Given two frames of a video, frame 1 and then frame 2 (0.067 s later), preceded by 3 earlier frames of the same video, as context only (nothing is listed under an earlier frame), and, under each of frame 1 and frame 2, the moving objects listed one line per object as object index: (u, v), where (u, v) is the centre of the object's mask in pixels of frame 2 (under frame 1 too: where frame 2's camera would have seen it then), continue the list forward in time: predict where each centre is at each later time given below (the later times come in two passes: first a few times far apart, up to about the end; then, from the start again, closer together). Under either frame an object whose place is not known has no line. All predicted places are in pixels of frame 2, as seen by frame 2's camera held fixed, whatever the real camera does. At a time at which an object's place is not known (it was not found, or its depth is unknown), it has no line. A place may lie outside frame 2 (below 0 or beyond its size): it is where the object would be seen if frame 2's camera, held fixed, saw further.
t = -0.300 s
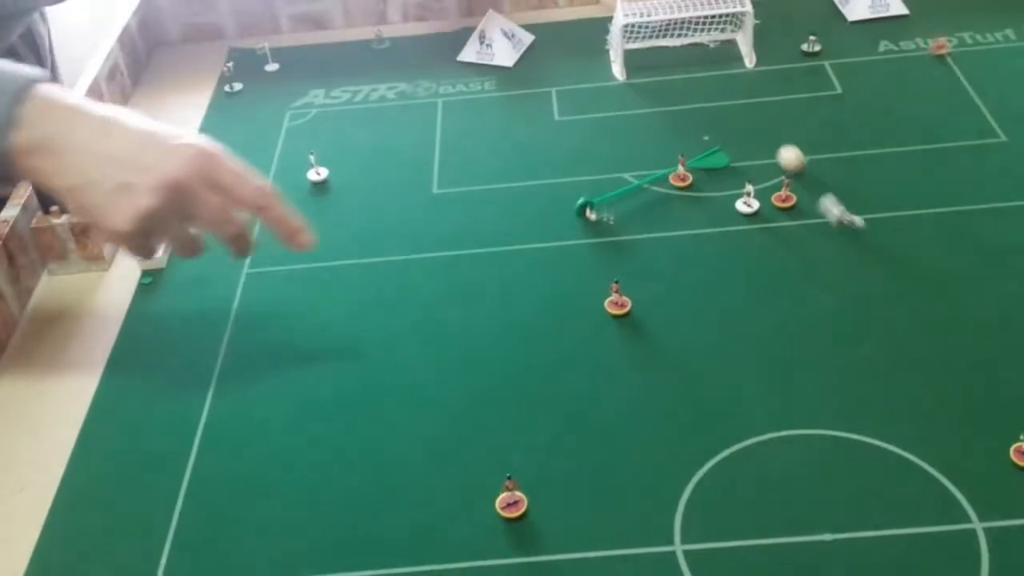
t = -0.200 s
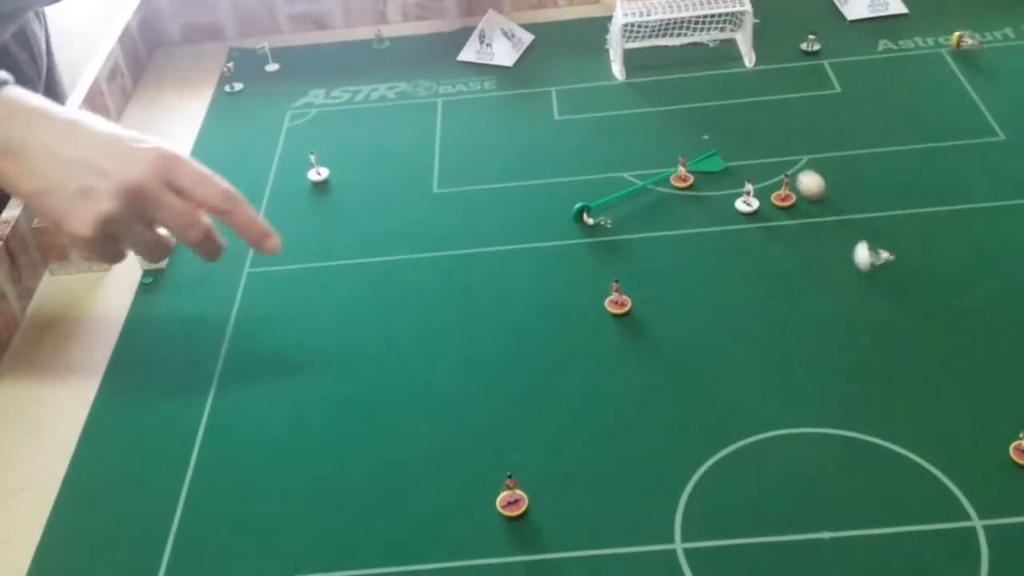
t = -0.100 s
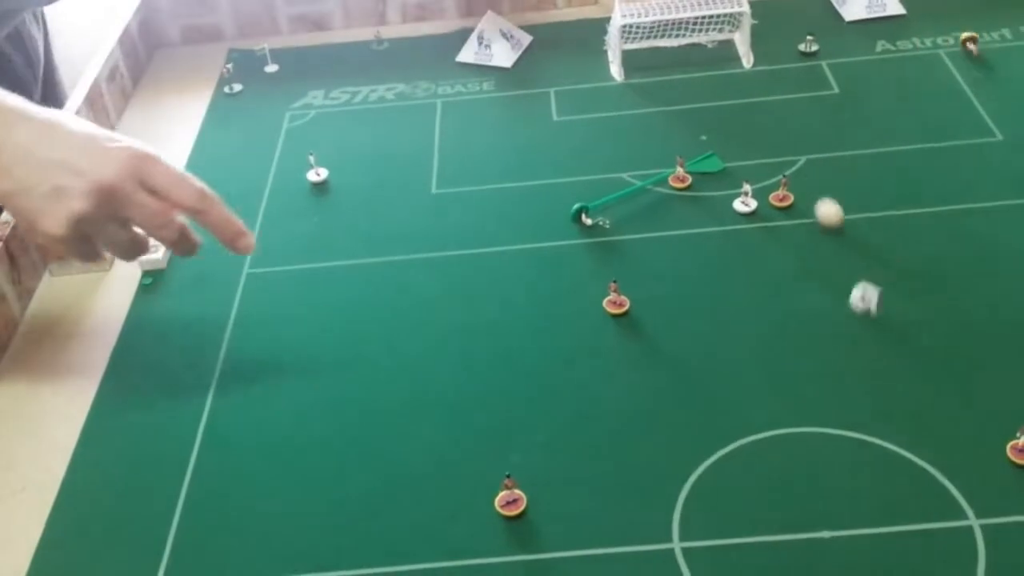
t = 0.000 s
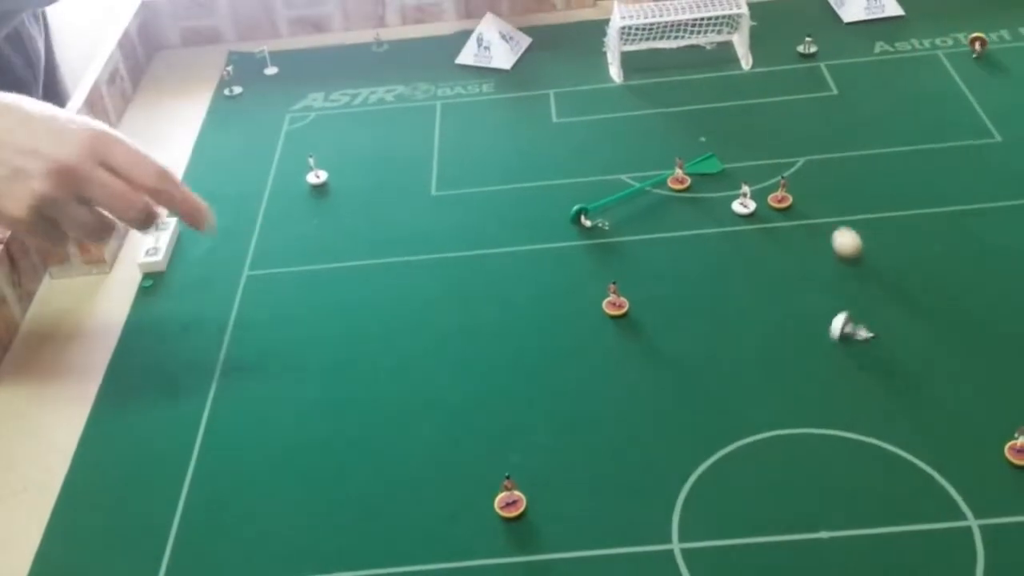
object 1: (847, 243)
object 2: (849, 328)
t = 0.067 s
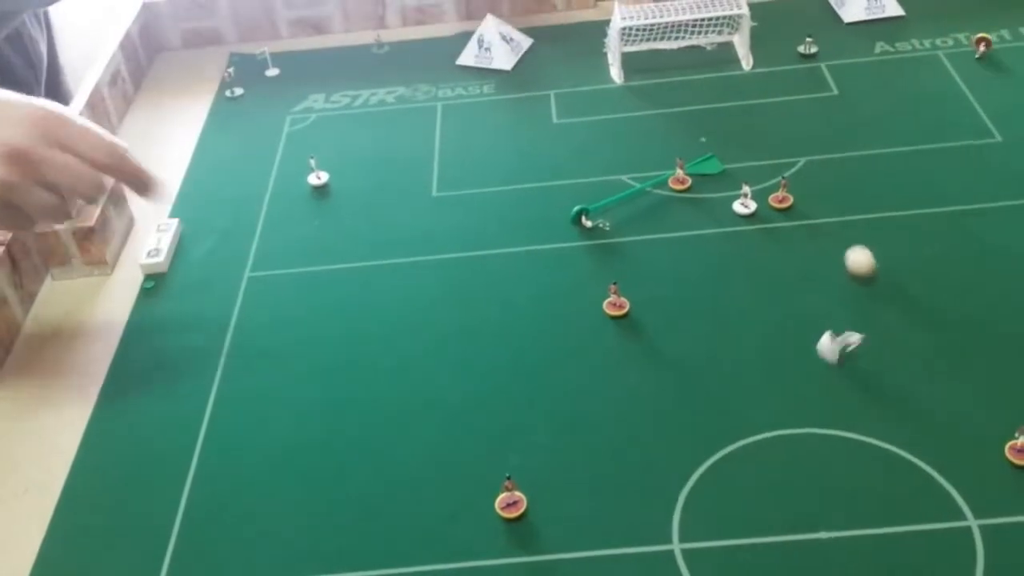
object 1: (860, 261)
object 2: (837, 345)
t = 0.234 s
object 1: (888, 309)
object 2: (781, 369)
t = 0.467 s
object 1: (922, 373)
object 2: (744, 382)
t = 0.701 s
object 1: (946, 432)
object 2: (737, 394)
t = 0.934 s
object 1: (961, 478)
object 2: (736, 397)
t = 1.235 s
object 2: (736, 396)
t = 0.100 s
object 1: (865, 271)
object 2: (825, 355)
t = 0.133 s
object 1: (871, 280)
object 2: (814, 362)
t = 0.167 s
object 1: (877, 290)
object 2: (804, 365)
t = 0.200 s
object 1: (882, 299)
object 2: (791, 368)
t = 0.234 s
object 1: (888, 309)
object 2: (781, 369)
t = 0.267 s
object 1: (894, 319)
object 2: (774, 370)
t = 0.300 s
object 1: (899, 327)
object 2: (766, 370)
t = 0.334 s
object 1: (904, 337)
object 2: (759, 372)
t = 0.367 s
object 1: (909, 345)
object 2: (754, 375)
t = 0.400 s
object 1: (913, 354)
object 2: (750, 377)
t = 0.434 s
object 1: (917, 364)
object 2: (747, 379)
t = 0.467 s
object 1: (922, 373)
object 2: (744, 382)
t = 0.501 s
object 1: (927, 381)
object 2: (742, 384)
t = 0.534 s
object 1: (931, 390)
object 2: (740, 385)
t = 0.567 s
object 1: (934, 399)
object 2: (738, 387)
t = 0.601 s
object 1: (938, 407)
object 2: (738, 388)
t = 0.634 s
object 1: (941, 415)
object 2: (737, 390)
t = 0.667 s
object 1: (944, 424)
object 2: (737, 392)
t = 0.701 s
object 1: (946, 432)
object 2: (737, 394)
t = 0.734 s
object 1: (949, 439)
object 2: (737, 395)
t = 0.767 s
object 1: (951, 447)
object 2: (737, 397)
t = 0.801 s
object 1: (953, 454)
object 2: (737, 397)
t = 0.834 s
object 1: (956, 460)
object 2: (737, 397)
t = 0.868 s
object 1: (957, 467)
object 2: (737, 397)
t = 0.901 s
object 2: (737, 398)
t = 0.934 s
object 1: (961, 478)
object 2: (736, 397)
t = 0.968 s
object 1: (963, 483)
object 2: (737, 397)
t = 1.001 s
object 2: (737, 397)
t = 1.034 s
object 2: (736, 398)
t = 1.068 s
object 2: (736, 397)
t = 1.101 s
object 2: (736, 397)
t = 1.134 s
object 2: (736, 397)
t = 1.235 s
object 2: (736, 396)
